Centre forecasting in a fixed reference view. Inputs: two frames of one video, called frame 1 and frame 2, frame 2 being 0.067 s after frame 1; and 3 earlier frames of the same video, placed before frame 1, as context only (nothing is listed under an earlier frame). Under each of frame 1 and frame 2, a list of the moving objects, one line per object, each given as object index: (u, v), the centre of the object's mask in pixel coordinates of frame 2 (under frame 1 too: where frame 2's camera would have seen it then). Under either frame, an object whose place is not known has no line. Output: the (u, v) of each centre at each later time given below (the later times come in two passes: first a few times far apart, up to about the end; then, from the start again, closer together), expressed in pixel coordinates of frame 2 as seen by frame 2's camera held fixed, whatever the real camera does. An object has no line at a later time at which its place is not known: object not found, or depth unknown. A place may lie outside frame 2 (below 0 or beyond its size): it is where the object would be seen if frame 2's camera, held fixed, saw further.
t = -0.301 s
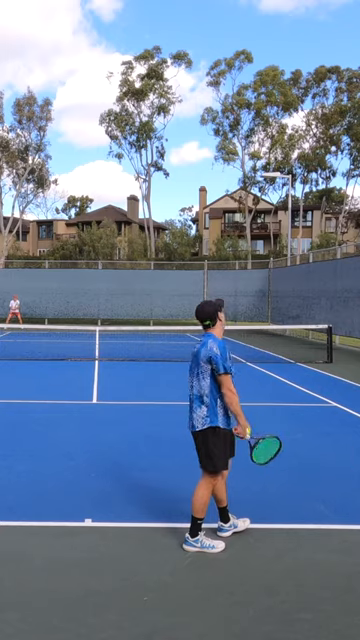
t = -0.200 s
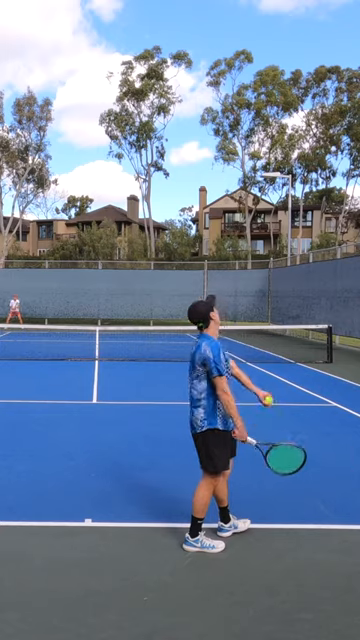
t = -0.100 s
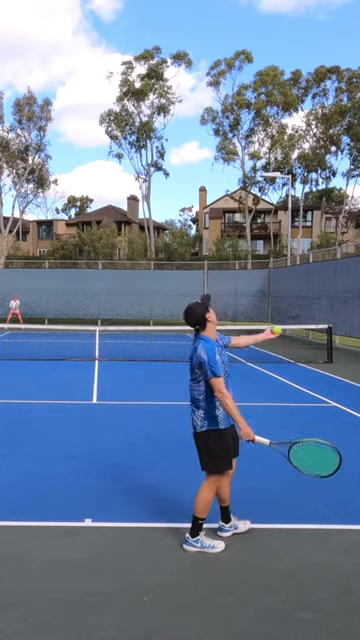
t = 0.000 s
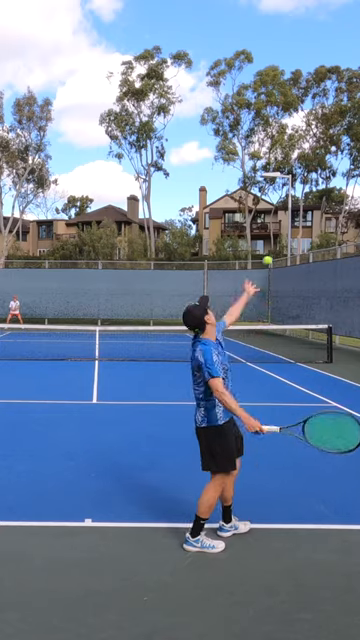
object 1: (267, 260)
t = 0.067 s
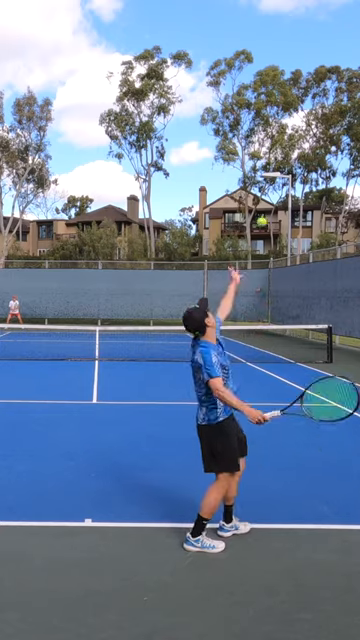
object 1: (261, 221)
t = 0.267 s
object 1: (243, 141)
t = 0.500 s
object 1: (222, 112)
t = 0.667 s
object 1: (207, 132)
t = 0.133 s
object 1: (255, 189)
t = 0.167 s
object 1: (252, 175)
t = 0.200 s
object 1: (250, 163)
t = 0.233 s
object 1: (247, 151)
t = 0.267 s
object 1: (243, 141)
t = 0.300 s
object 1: (240, 133)
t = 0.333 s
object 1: (237, 126)
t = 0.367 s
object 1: (235, 121)
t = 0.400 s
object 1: (231, 116)
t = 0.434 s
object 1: (228, 113)
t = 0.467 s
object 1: (226, 112)
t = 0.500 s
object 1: (222, 112)
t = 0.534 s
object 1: (219, 113)
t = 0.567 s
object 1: (216, 116)
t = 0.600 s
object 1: (213, 120)
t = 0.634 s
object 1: (210, 125)
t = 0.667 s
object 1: (207, 132)
